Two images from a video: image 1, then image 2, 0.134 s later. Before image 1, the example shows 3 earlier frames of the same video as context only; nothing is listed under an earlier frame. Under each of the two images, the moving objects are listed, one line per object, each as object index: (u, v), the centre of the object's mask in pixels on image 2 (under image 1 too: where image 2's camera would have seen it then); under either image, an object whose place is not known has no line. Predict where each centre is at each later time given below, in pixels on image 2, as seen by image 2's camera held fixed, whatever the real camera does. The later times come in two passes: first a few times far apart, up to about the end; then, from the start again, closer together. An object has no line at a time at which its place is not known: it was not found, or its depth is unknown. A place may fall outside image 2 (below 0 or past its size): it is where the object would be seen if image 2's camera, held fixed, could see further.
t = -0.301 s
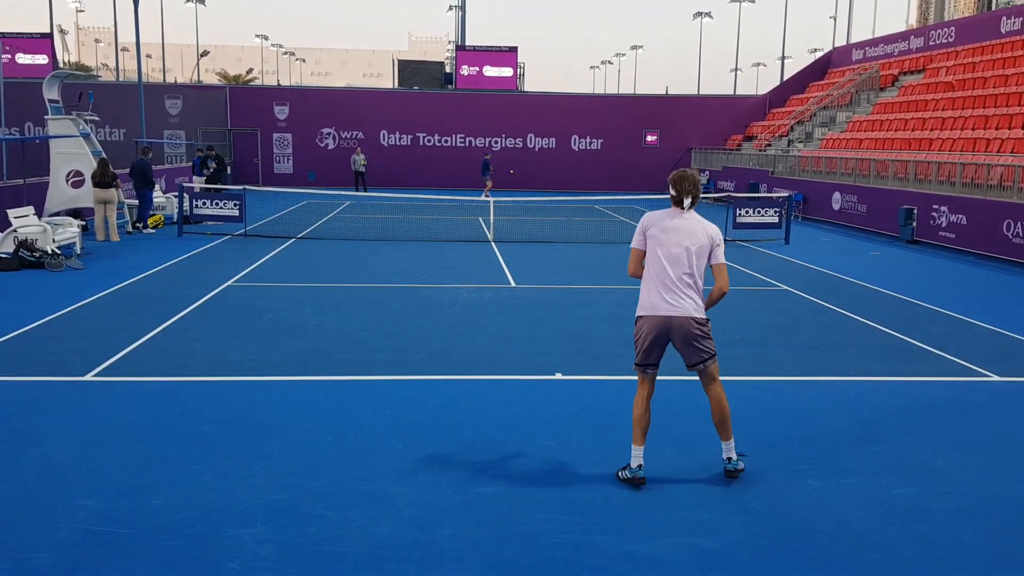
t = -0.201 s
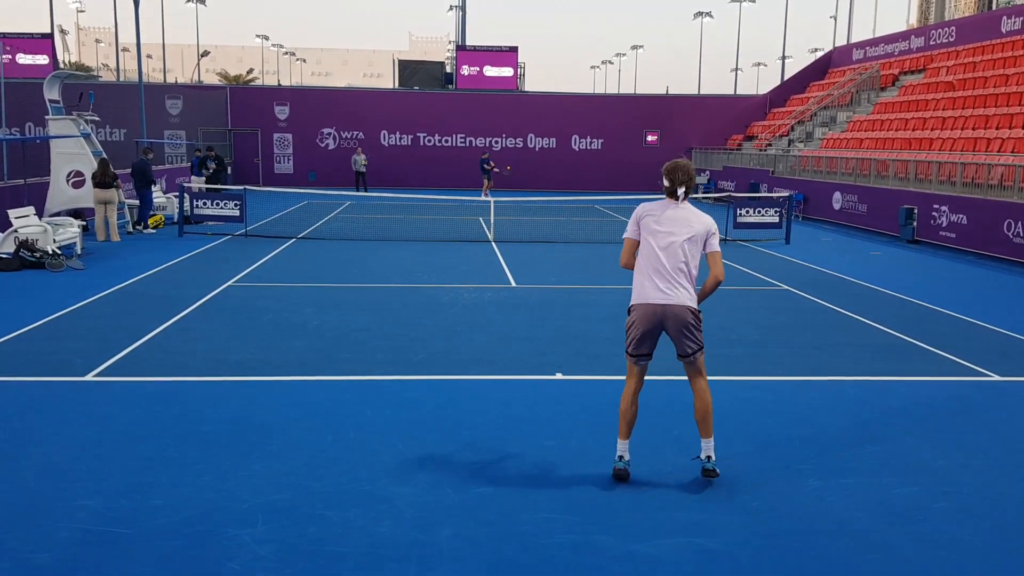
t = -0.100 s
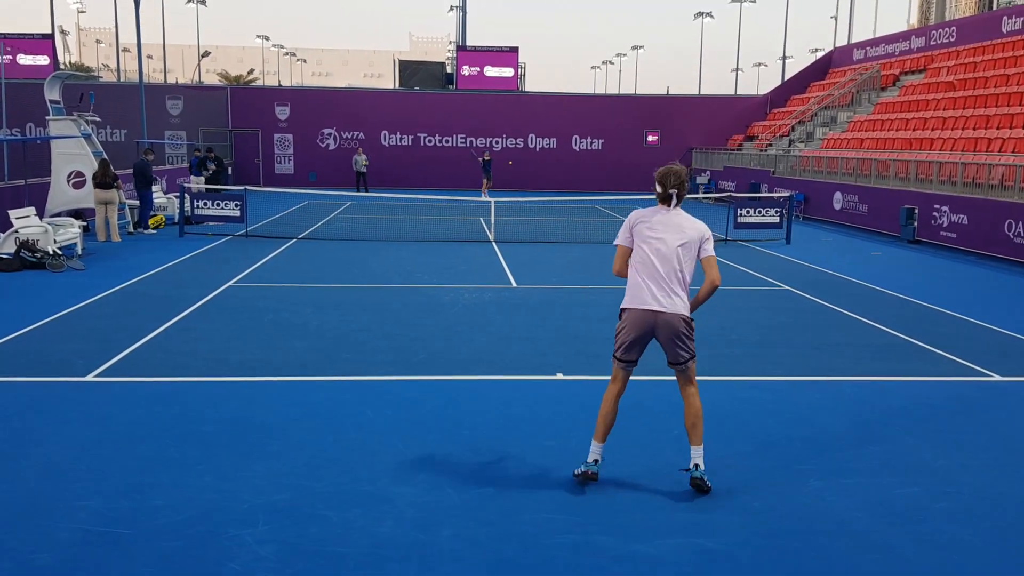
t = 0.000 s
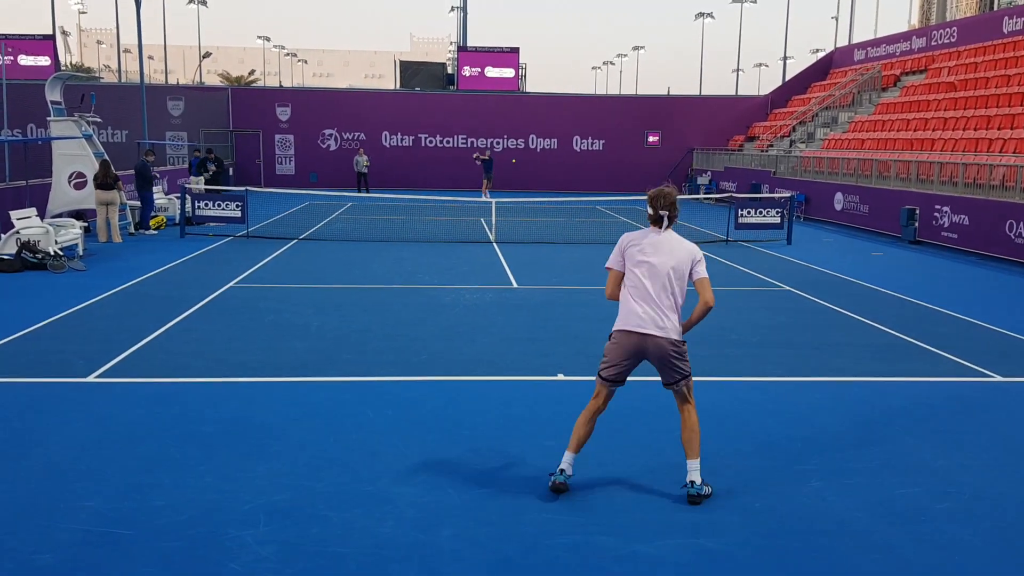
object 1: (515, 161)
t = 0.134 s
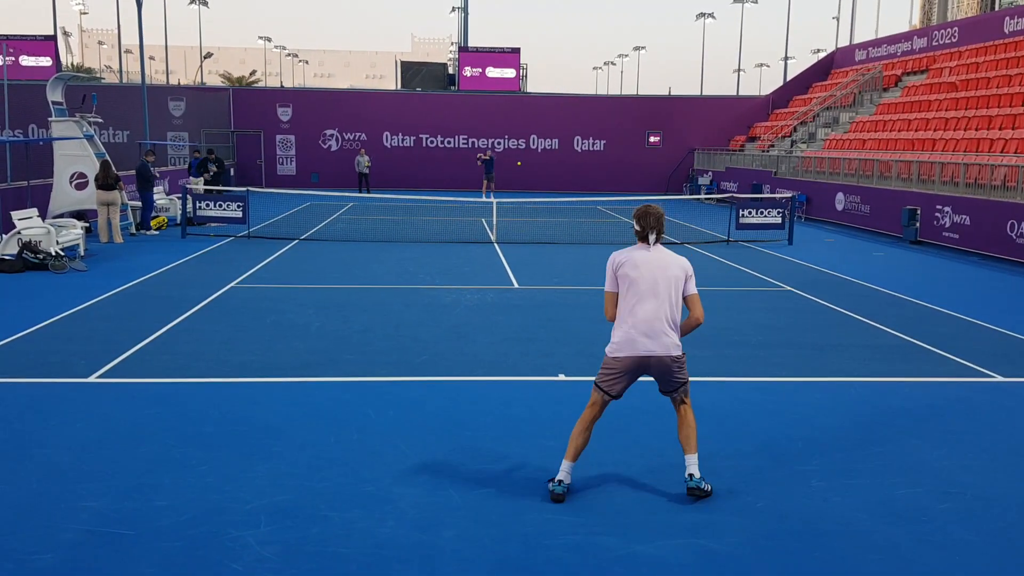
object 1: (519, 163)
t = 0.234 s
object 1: (523, 170)
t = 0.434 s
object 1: (534, 206)
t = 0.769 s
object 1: (560, 291)
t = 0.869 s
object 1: (570, 287)
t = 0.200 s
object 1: (521, 167)
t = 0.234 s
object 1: (523, 170)
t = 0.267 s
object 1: (524, 174)
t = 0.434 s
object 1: (534, 206)
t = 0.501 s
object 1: (538, 227)
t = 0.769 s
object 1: (560, 291)
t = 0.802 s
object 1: (563, 288)
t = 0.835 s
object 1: (566, 287)
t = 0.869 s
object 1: (570, 287)
